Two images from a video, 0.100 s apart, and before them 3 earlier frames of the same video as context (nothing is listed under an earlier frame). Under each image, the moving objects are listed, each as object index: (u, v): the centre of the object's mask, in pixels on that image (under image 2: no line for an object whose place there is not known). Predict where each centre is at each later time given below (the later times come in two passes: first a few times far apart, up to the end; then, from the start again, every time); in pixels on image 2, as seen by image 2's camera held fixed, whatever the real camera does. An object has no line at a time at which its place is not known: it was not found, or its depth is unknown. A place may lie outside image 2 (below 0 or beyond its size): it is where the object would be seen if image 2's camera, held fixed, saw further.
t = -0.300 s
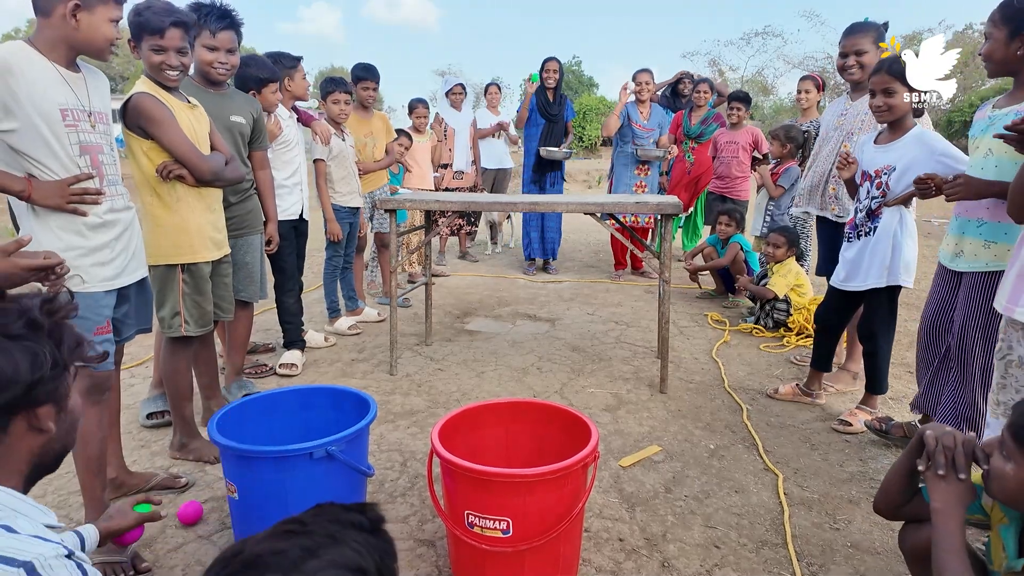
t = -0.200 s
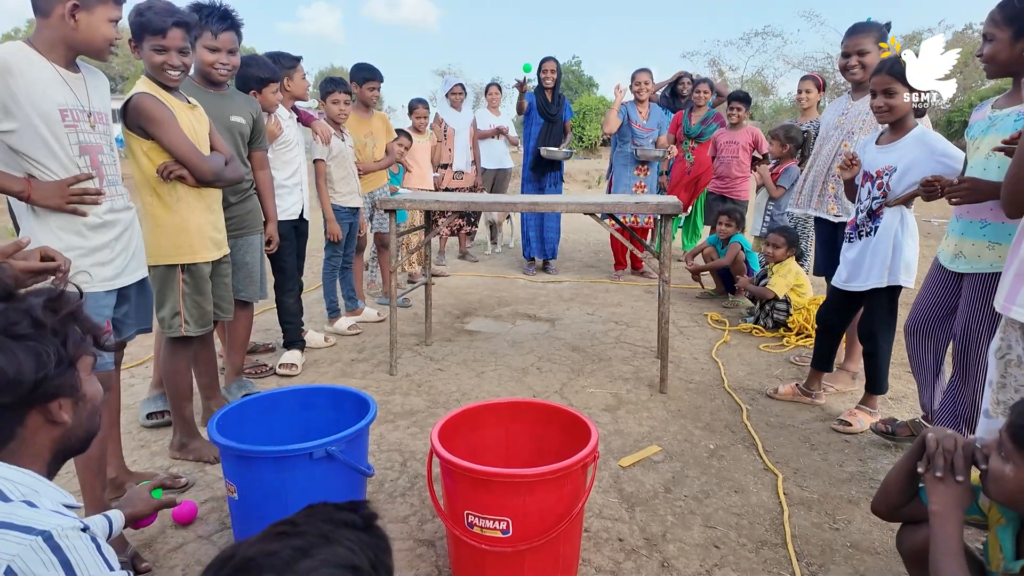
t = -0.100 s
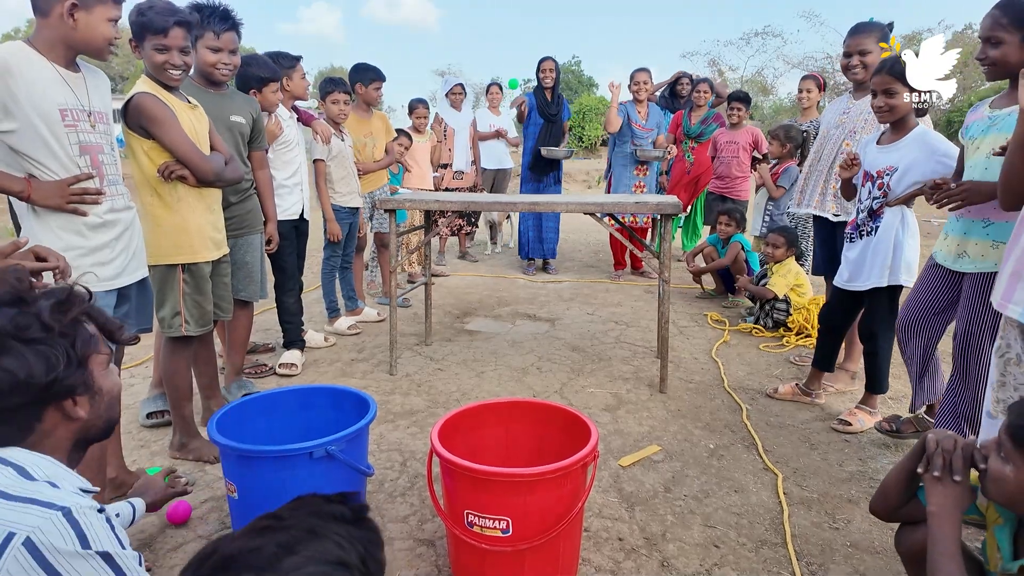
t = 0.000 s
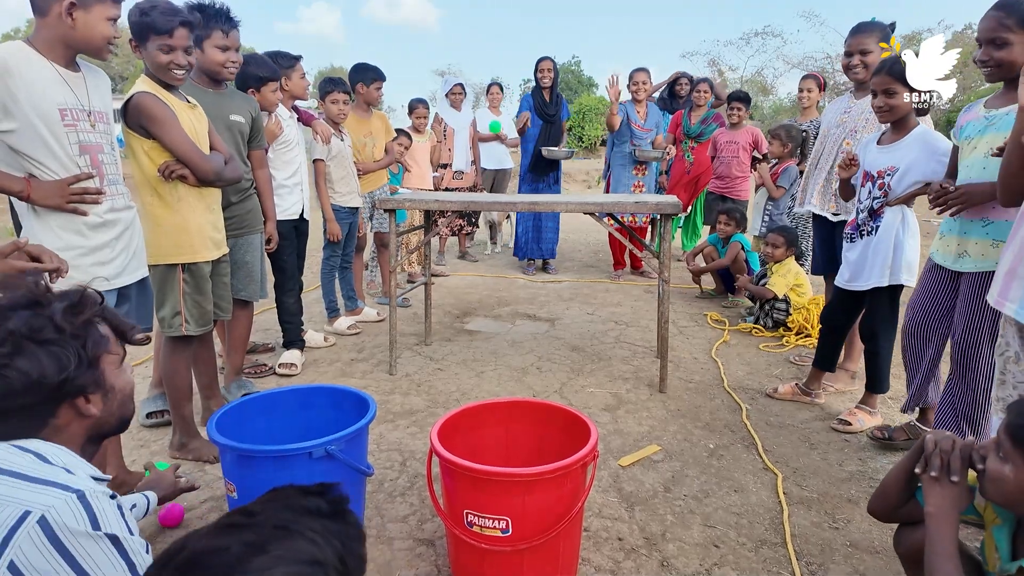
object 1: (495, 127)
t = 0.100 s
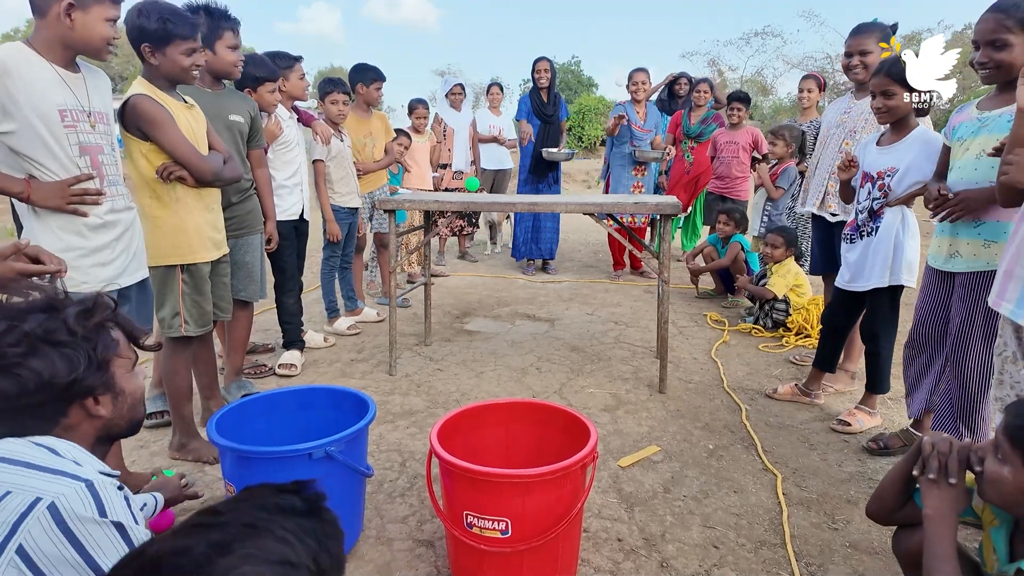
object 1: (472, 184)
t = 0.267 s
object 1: (437, 89)
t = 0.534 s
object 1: (324, 91)
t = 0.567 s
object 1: (300, 126)
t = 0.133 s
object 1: (466, 162)
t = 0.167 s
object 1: (460, 142)
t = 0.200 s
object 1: (453, 123)
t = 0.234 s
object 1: (445, 105)
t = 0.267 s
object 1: (437, 89)
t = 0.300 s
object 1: (428, 75)
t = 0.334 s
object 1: (418, 64)
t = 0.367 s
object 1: (406, 55)
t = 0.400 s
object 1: (394, 50)
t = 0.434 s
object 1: (379, 51)
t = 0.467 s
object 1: (364, 57)
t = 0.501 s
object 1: (345, 69)
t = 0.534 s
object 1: (324, 91)
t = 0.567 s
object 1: (300, 126)
